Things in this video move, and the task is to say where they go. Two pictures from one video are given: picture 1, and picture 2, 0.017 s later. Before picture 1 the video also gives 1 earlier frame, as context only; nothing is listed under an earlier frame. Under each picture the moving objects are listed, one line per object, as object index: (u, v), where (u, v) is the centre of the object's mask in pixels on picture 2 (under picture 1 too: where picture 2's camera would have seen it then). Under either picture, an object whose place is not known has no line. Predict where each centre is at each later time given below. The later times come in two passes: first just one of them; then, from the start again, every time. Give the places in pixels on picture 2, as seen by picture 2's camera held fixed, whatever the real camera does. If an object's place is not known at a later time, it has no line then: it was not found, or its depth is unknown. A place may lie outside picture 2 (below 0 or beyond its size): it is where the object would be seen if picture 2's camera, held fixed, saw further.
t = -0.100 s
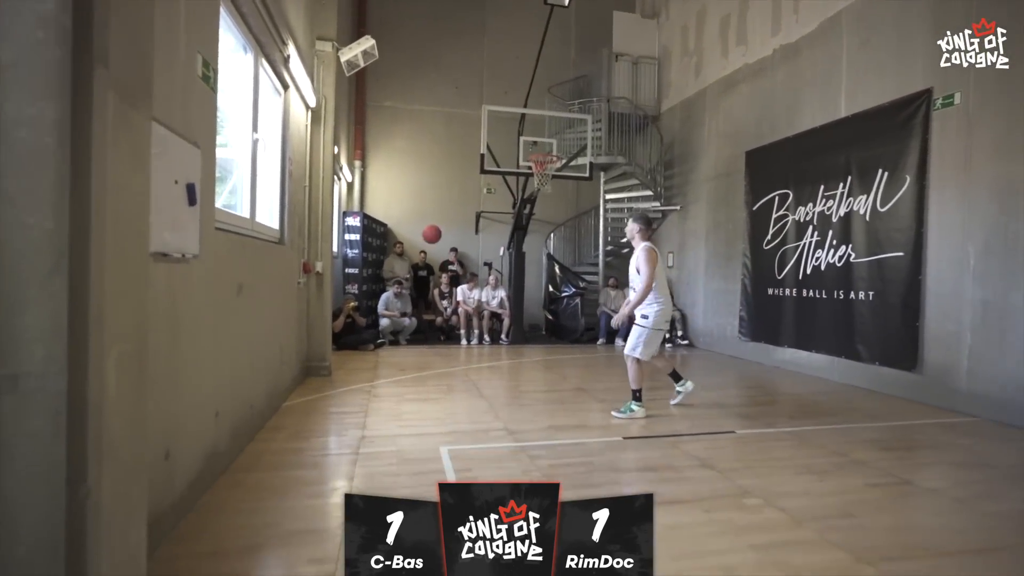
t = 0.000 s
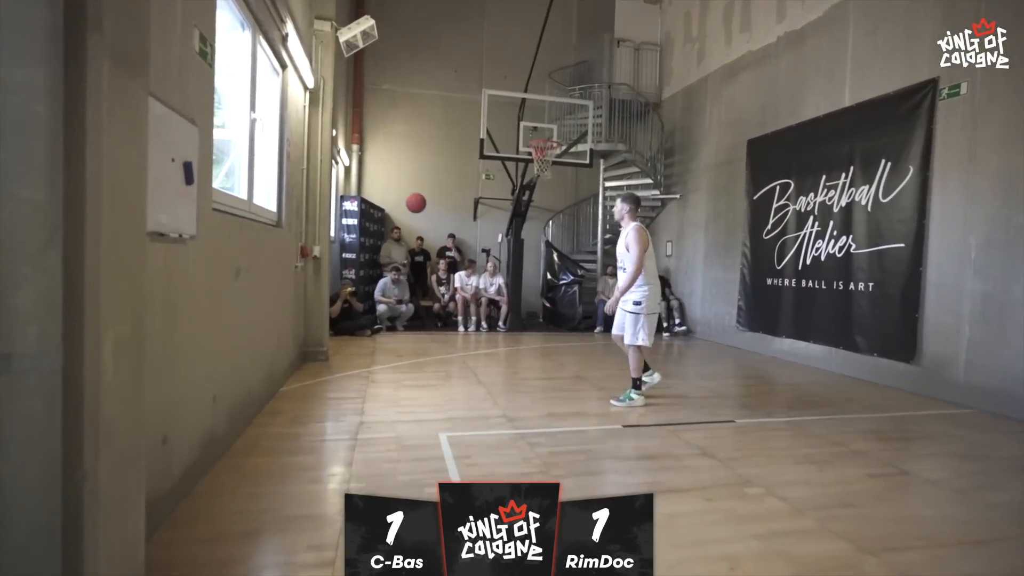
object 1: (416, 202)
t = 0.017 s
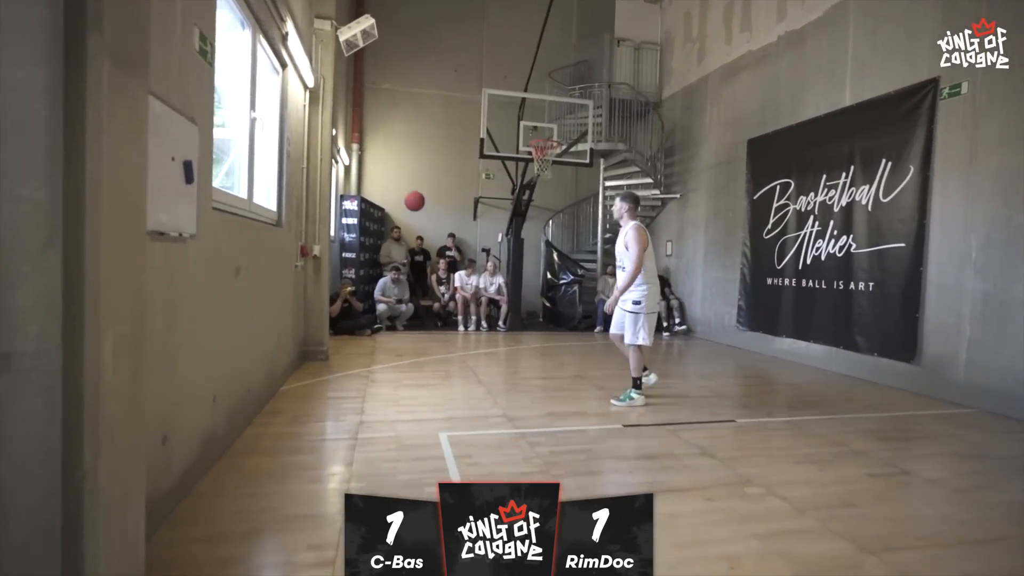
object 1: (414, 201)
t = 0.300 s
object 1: (370, 199)
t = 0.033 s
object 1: (412, 199)
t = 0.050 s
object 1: (409, 196)
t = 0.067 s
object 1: (408, 195)
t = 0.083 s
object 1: (405, 194)
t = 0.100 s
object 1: (402, 192)
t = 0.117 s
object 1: (400, 192)
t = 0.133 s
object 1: (397, 191)
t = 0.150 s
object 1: (394, 191)
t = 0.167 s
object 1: (393, 191)
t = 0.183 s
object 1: (390, 191)
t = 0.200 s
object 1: (387, 191)
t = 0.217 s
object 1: (385, 191)
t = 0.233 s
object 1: (382, 192)
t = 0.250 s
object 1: (379, 194)
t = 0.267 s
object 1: (377, 194)
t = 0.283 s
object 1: (373, 196)
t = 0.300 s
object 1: (370, 199)
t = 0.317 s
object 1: (368, 200)
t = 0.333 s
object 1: (364, 204)
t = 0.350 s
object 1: (361, 207)
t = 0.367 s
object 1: (359, 209)
